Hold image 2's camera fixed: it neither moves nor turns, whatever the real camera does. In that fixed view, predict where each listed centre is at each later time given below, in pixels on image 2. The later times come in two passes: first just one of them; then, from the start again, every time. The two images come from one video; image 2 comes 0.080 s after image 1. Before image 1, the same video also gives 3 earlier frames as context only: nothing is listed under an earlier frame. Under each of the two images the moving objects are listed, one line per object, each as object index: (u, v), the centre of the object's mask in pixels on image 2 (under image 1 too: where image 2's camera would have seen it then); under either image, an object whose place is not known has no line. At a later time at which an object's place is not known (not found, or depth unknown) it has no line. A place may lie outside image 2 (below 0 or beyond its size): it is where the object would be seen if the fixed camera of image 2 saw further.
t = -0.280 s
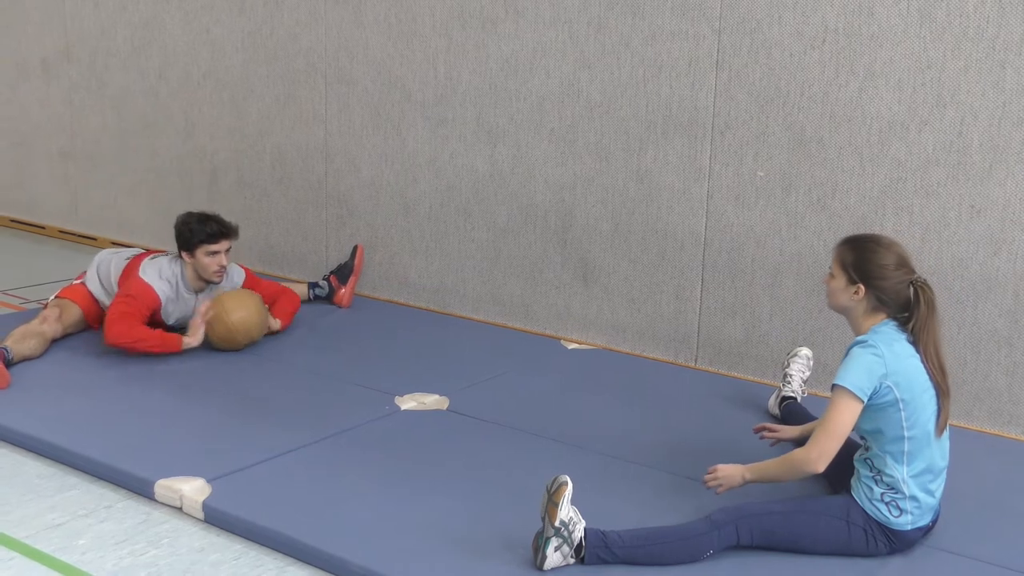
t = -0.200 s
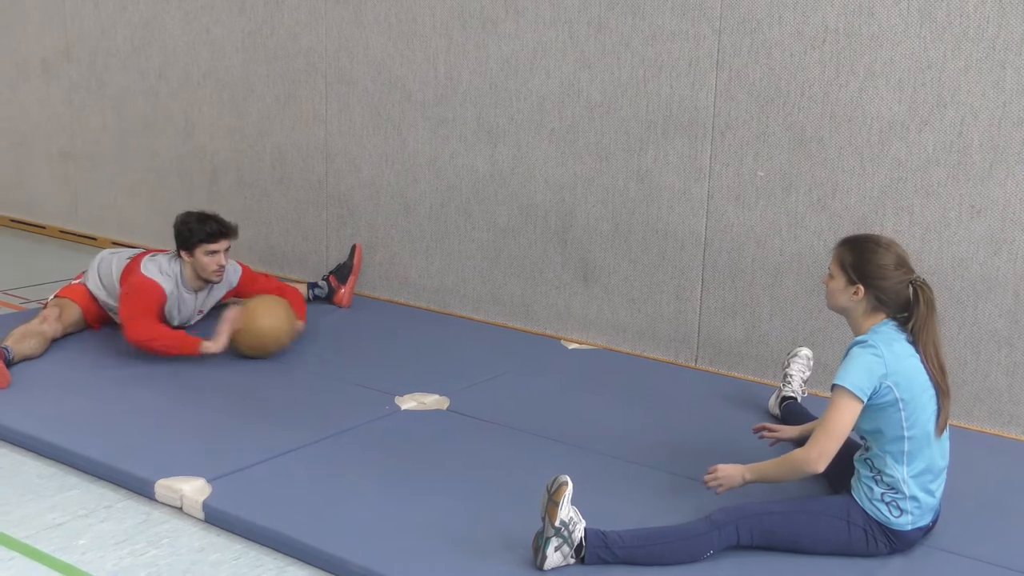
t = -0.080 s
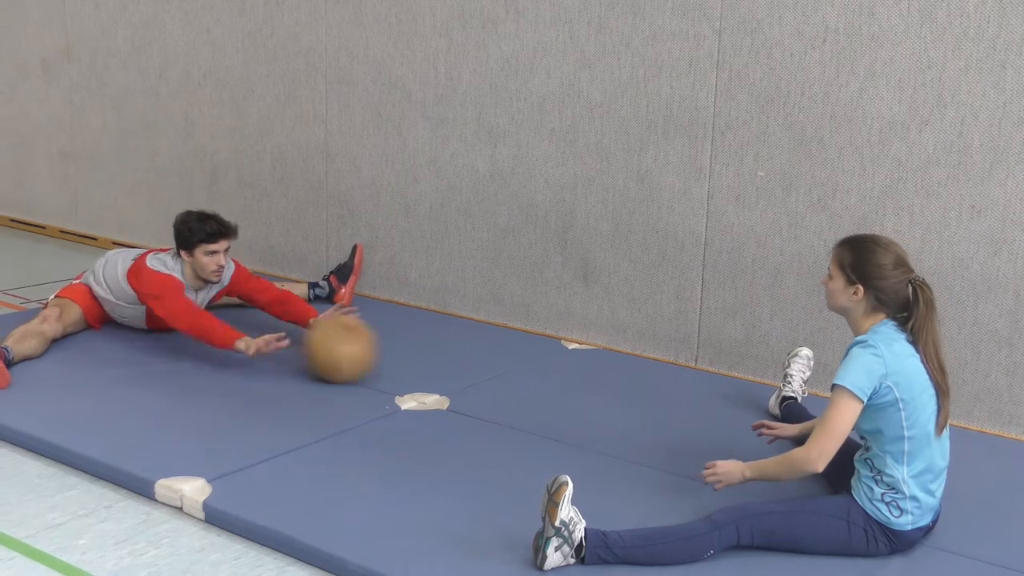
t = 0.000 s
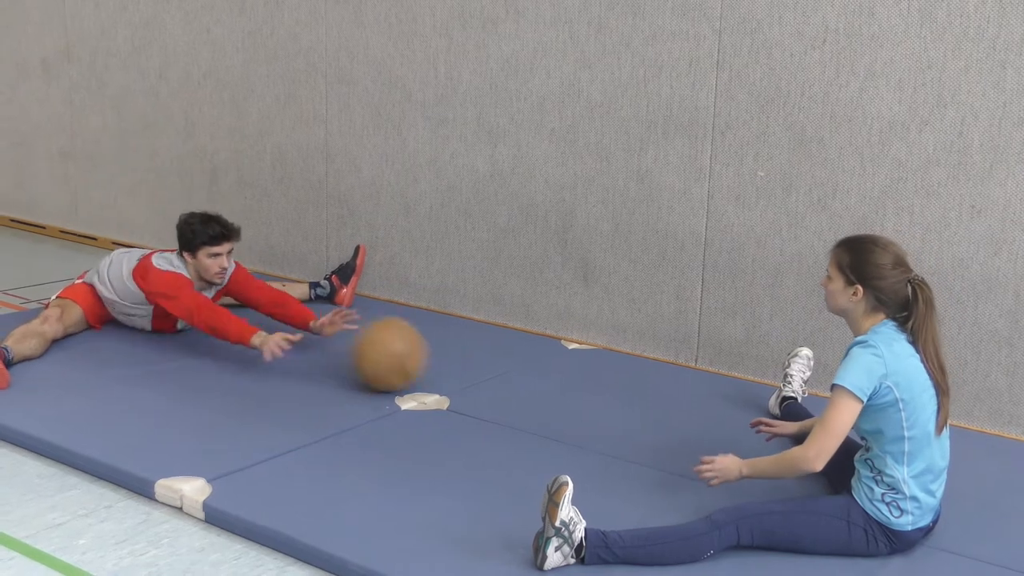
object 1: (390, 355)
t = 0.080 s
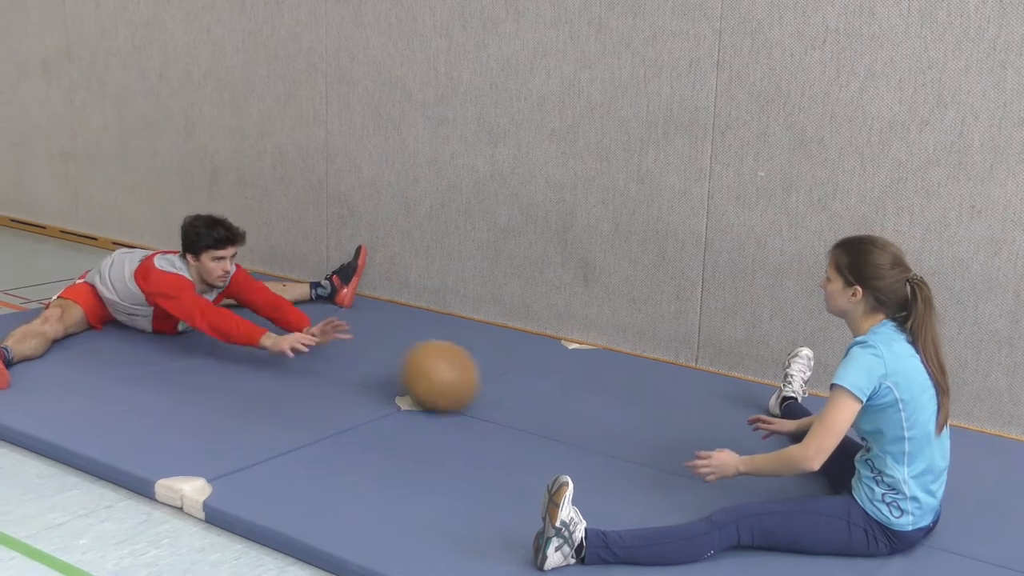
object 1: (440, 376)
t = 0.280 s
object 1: (557, 393)
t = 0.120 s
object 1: (463, 373)
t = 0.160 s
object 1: (485, 371)
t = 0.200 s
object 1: (508, 373)
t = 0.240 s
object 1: (532, 380)
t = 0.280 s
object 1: (557, 393)
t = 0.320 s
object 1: (583, 410)
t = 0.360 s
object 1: (609, 418)
